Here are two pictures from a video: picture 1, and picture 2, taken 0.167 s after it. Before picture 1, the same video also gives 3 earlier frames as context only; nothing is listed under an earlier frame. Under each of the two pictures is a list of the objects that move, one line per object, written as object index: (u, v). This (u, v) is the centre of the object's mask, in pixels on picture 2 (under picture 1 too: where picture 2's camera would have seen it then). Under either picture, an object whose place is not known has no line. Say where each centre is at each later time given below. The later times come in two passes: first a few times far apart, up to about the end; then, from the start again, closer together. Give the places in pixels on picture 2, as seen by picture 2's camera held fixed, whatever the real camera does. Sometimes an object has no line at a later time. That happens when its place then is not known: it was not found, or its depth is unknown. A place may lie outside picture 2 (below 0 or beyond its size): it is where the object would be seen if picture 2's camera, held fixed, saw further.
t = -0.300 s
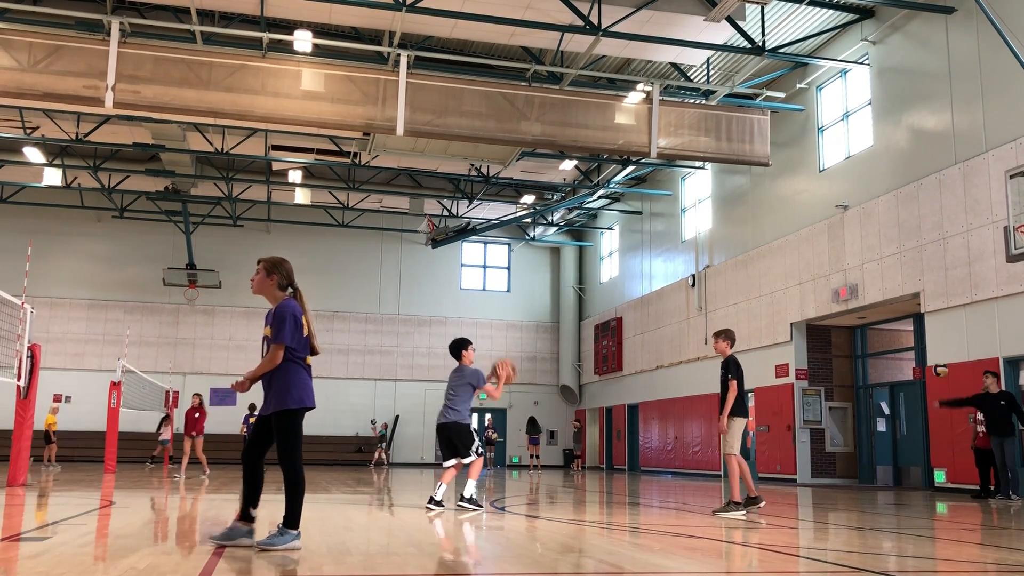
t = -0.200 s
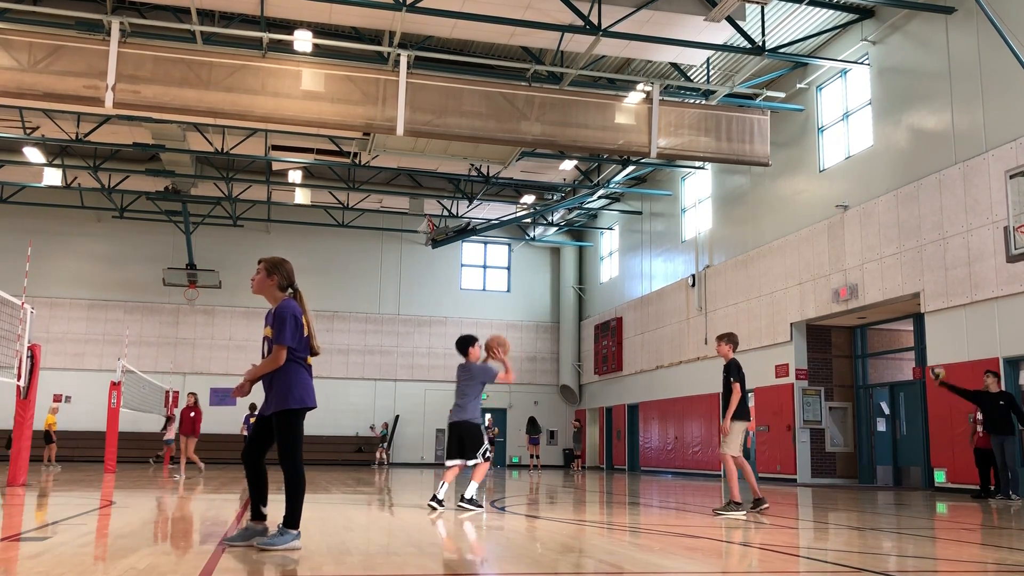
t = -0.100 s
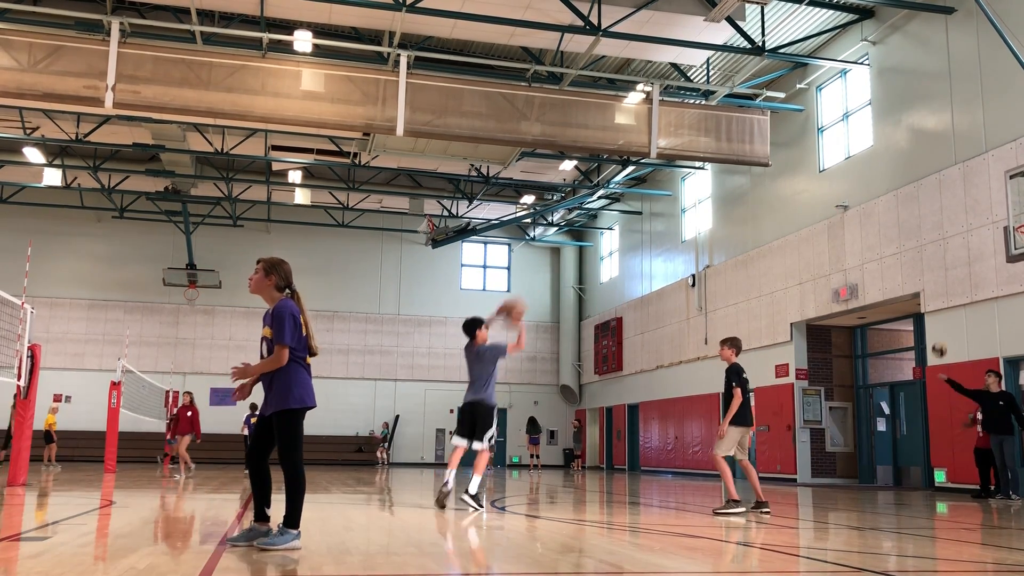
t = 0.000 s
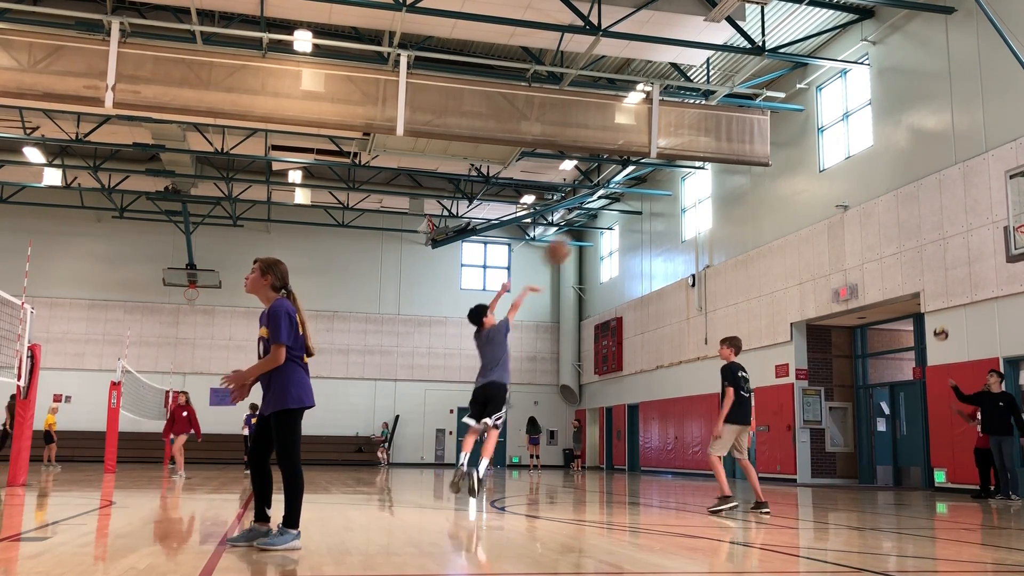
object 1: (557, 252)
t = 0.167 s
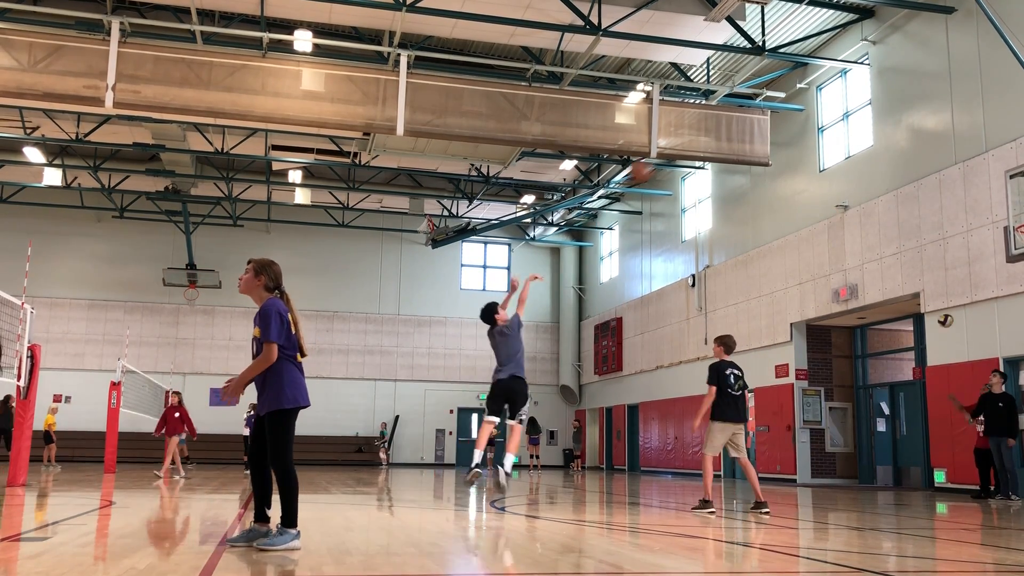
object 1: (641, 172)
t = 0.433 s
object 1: (763, 104)
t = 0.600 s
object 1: (835, 96)
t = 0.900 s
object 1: (962, 140)
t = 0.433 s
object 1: (763, 104)
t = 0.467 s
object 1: (778, 101)
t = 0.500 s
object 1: (792, 97)
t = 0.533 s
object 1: (805, 96)
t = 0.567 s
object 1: (818, 95)
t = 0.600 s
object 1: (835, 96)
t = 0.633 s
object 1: (848, 97)
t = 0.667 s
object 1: (865, 99)
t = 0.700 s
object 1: (880, 102)
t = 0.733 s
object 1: (892, 107)
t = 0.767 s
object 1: (905, 111)
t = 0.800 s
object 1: (920, 117)
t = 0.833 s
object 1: (934, 124)
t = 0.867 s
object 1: (948, 132)
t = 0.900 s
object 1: (962, 140)
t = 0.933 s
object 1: (976, 150)
